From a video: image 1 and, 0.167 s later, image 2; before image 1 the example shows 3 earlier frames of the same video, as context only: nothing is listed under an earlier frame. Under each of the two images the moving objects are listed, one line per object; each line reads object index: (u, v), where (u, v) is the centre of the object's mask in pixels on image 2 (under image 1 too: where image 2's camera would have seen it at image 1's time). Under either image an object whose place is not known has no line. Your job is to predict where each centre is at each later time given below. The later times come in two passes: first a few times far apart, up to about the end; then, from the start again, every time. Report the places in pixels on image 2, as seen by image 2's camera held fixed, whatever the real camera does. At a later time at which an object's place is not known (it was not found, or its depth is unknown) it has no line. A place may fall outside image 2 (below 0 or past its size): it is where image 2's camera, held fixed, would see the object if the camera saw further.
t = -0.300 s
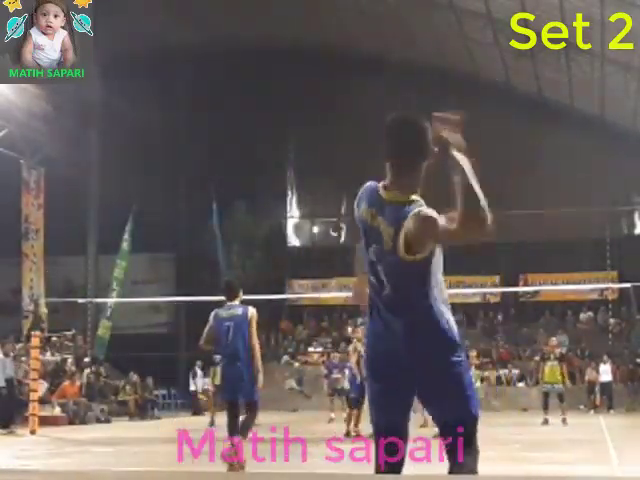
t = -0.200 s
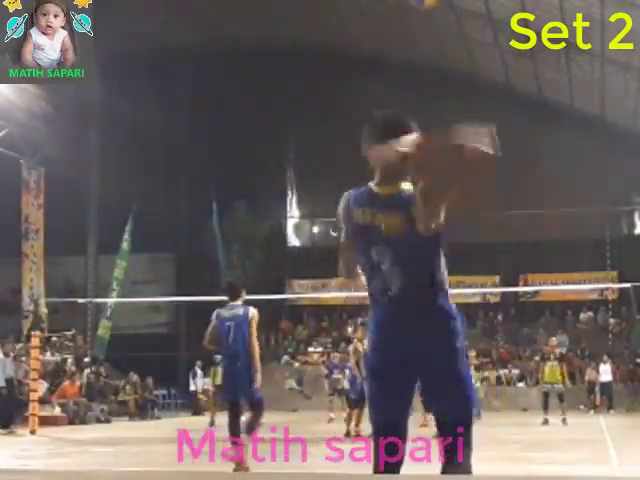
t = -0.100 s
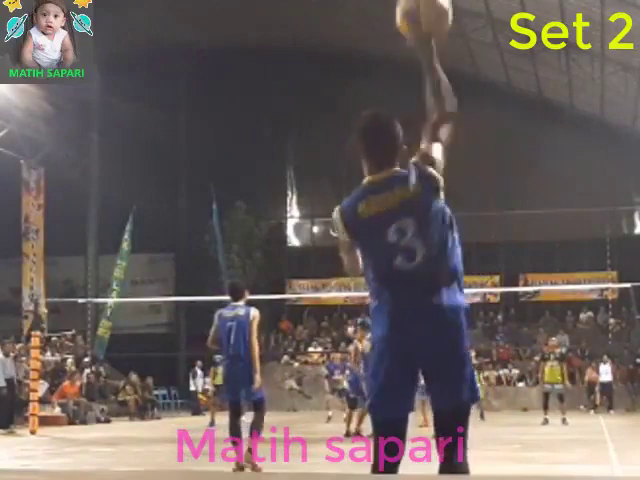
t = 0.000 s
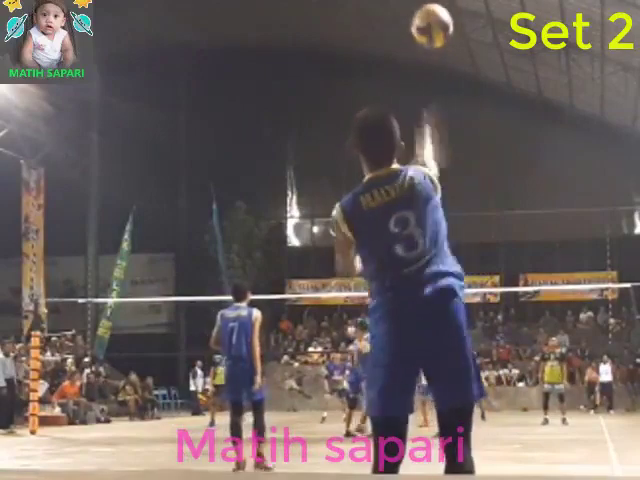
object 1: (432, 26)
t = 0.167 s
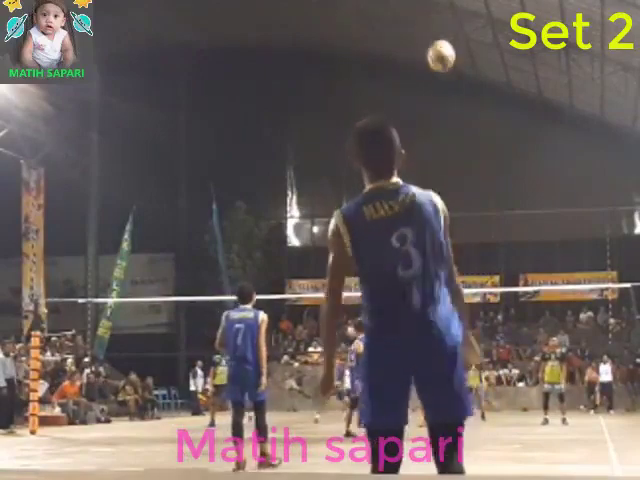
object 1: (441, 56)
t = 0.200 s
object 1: (442, 65)
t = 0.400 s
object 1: (449, 115)
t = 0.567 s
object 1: (455, 158)
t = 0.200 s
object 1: (442, 65)
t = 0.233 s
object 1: (443, 73)
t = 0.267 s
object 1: (445, 82)
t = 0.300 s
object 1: (446, 90)
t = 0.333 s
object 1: (447, 99)
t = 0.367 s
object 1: (448, 108)
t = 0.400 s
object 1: (449, 115)
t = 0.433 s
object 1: (450, 124)
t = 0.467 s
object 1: (452, 133)
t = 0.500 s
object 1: (453, 141)
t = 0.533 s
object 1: (454, 150)
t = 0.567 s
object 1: (455, 158)
